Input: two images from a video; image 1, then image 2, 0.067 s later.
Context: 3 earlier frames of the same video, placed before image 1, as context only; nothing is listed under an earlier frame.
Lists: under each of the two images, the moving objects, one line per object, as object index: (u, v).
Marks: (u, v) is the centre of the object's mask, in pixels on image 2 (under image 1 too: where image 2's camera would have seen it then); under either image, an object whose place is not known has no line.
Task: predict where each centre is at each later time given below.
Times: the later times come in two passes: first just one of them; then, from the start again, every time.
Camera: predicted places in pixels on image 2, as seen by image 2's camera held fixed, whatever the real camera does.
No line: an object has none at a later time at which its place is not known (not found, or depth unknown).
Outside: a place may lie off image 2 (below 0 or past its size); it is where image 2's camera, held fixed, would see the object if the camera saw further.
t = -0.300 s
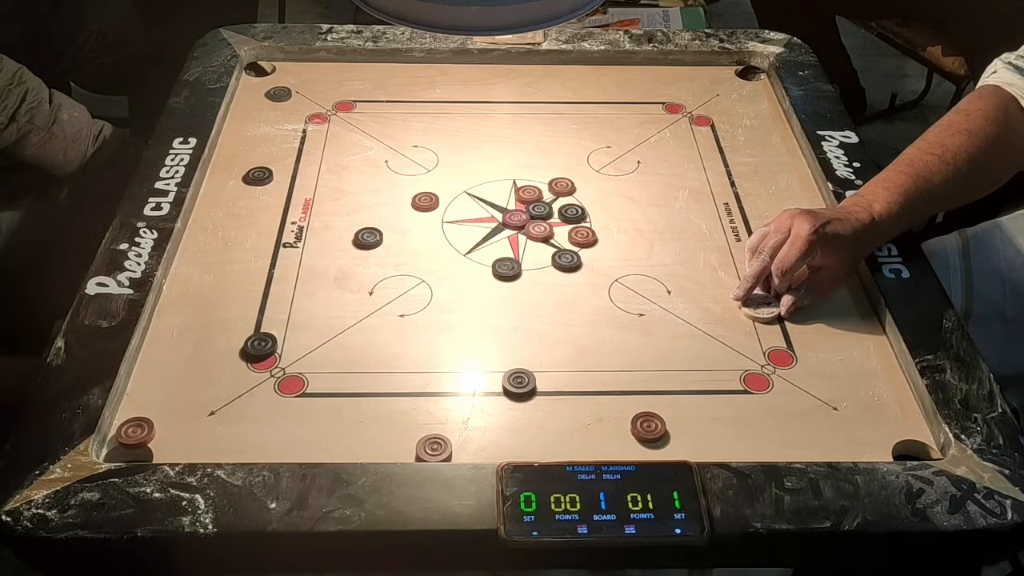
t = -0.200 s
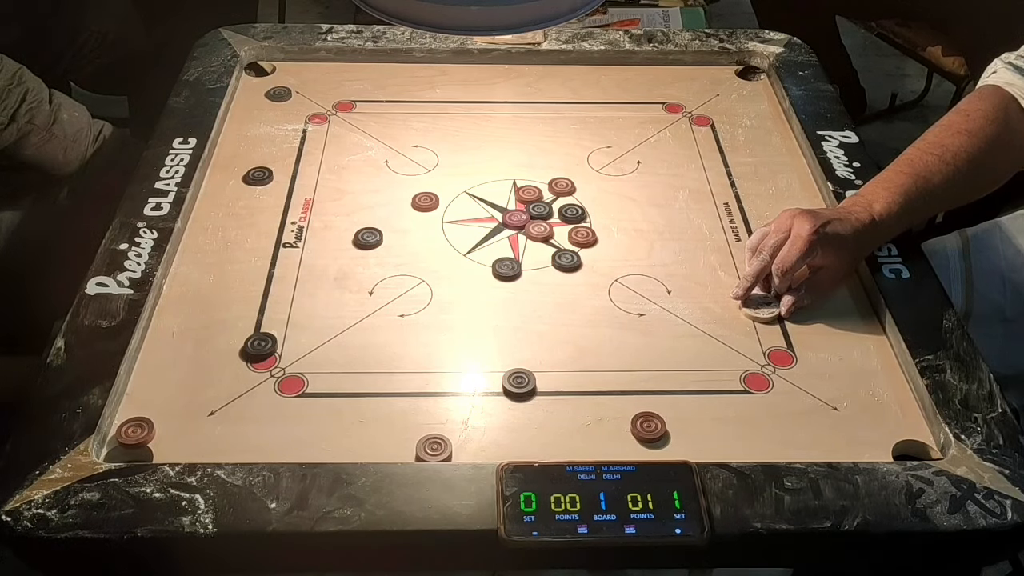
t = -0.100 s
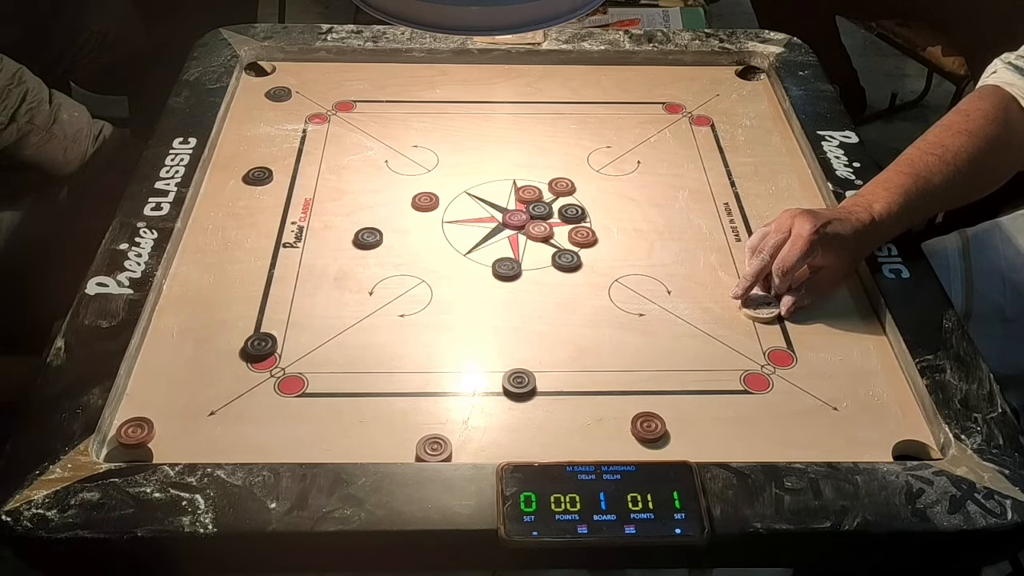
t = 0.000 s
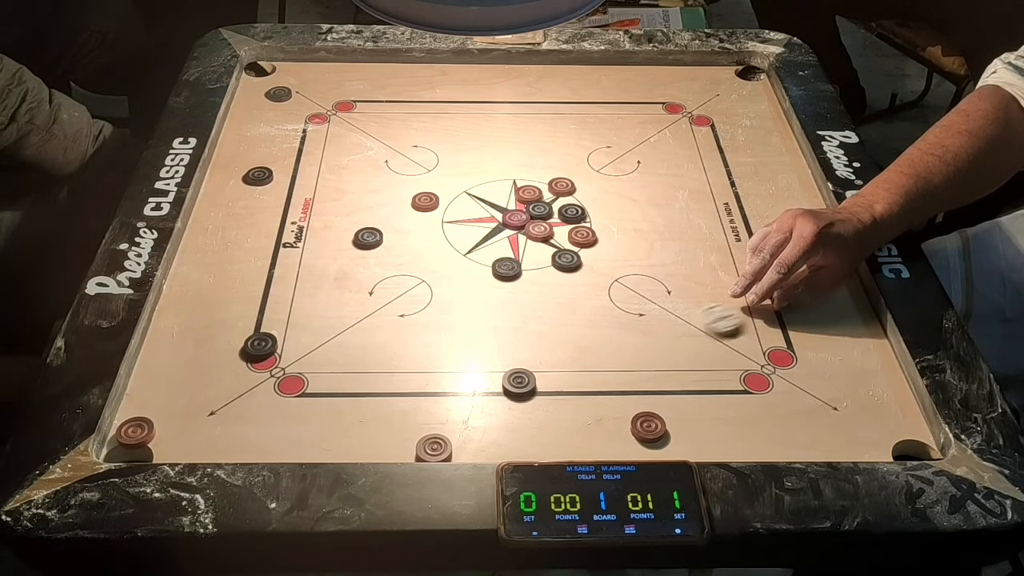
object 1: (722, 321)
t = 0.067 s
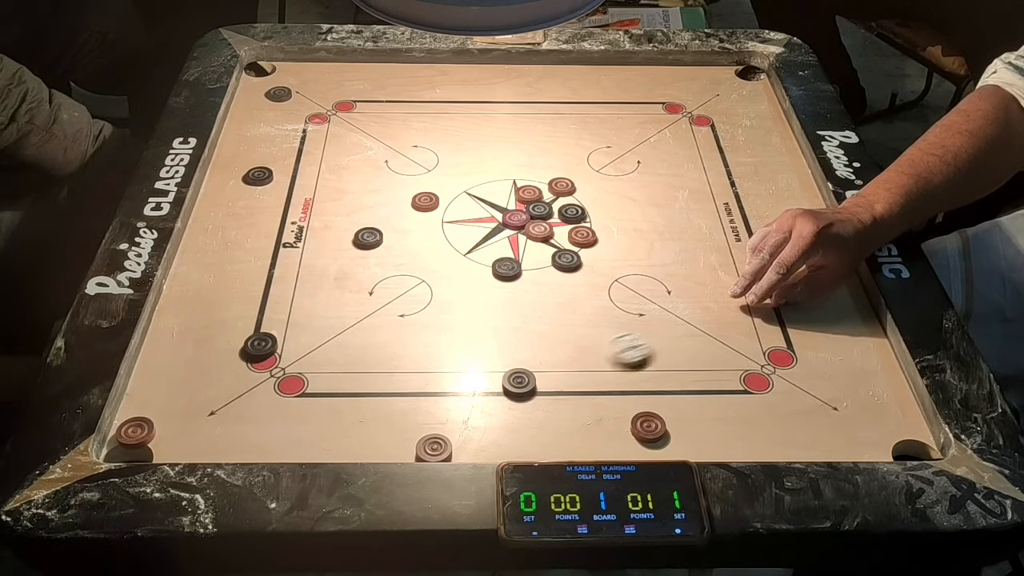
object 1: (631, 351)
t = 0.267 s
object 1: (471, 410)
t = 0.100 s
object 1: (584, 366)
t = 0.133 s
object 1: (547, 380)
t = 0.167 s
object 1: (526, 388)
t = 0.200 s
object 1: (507, 395)
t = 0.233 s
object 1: (488, 403)
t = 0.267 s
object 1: (471, 410)
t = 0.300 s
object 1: (455, 416)
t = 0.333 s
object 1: (441, 420)
